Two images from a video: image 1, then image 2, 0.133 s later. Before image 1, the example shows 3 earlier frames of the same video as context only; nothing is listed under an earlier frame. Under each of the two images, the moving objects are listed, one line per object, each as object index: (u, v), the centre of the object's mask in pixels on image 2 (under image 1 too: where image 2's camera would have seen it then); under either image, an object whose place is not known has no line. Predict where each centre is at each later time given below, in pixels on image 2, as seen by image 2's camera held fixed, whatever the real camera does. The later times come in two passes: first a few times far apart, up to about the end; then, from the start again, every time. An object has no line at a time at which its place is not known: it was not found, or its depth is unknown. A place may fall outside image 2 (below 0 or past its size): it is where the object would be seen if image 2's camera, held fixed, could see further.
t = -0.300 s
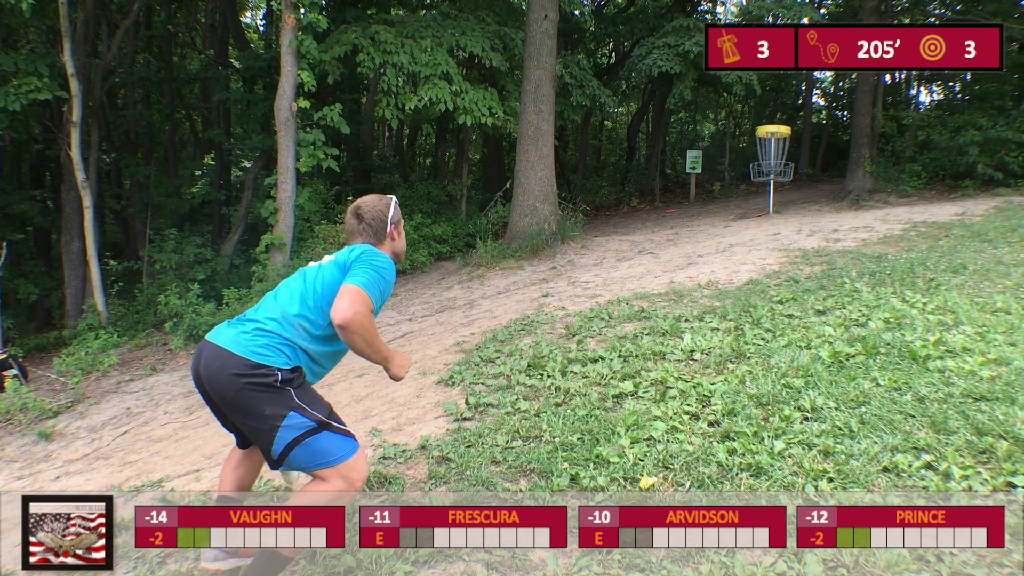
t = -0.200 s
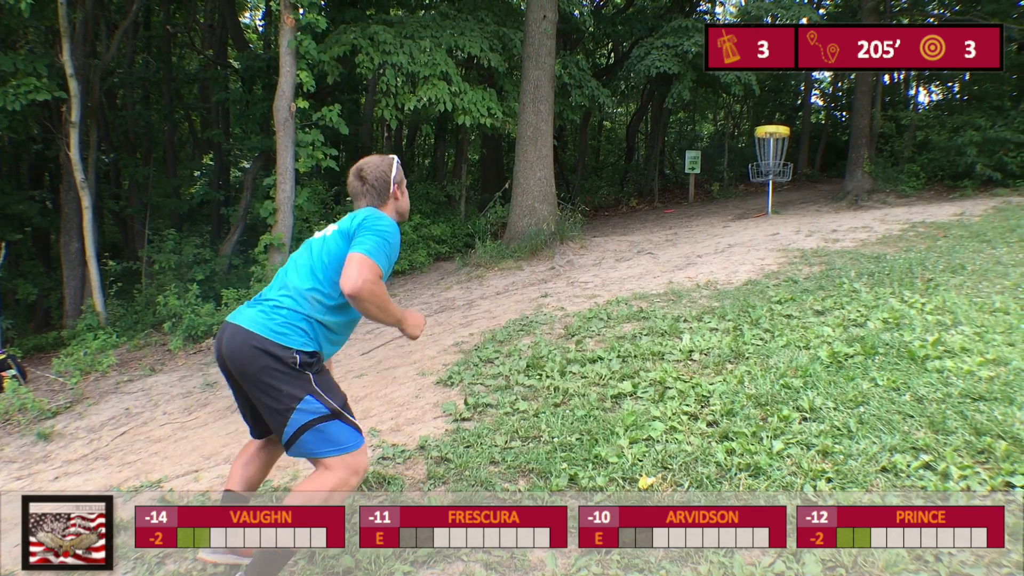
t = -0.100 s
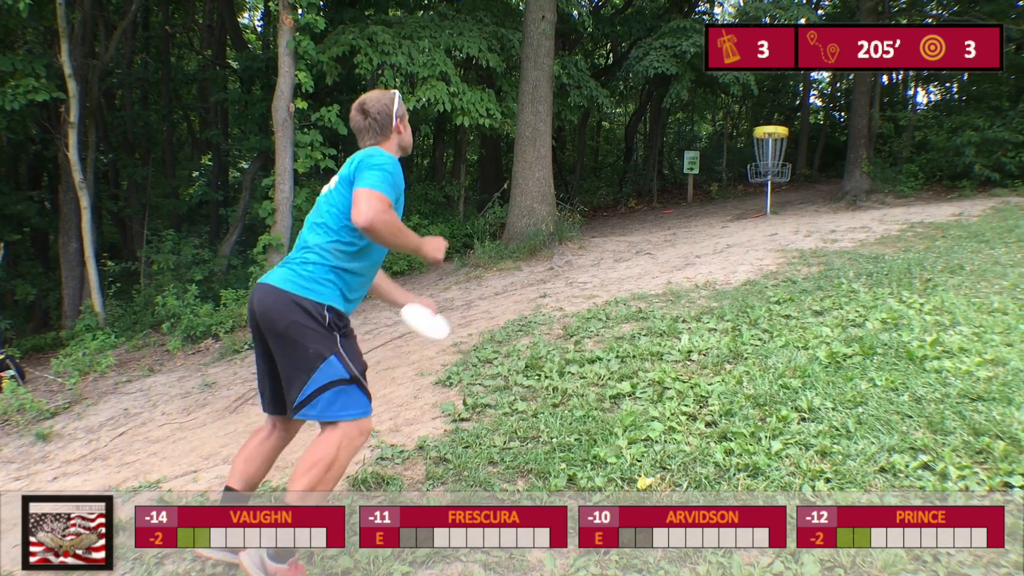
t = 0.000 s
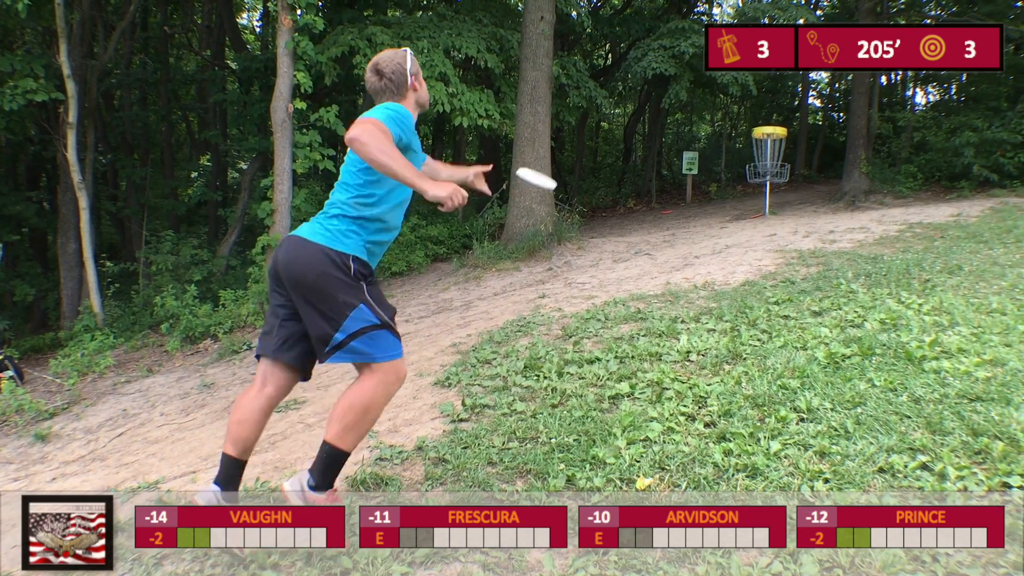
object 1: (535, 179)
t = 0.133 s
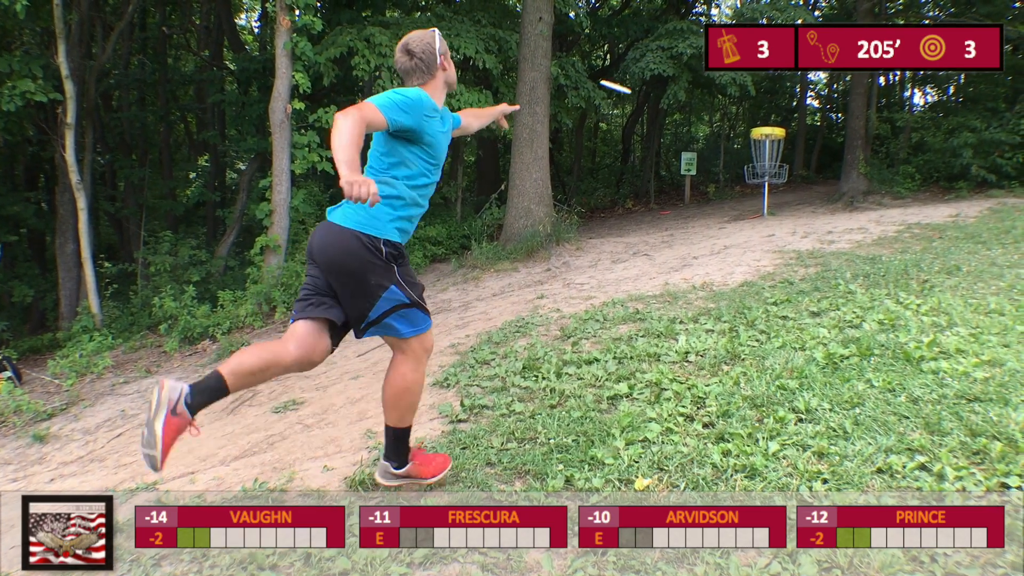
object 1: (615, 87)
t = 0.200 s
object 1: (640, 69)
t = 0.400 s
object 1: (686, 70)
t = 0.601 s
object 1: (714, 100)
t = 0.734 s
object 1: (729, 124)
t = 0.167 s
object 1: (629, 76)
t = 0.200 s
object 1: (640, 69)
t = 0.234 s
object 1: (650, 65)
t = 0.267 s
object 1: (659, 63)
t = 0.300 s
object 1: (667, 63)
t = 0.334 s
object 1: (674, 64)
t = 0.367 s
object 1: (681, 67)
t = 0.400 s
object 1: (686, 70)
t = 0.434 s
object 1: (692, 74)
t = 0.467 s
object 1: (697, 79)
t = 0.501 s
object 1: (701, 84)
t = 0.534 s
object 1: (706, 89)
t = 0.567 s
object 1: (711, 95)
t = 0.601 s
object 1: (714, 100)
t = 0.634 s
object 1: (718, 107)
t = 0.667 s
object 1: (722, 112)
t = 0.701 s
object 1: (726, 118)
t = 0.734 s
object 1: (729, 124)
